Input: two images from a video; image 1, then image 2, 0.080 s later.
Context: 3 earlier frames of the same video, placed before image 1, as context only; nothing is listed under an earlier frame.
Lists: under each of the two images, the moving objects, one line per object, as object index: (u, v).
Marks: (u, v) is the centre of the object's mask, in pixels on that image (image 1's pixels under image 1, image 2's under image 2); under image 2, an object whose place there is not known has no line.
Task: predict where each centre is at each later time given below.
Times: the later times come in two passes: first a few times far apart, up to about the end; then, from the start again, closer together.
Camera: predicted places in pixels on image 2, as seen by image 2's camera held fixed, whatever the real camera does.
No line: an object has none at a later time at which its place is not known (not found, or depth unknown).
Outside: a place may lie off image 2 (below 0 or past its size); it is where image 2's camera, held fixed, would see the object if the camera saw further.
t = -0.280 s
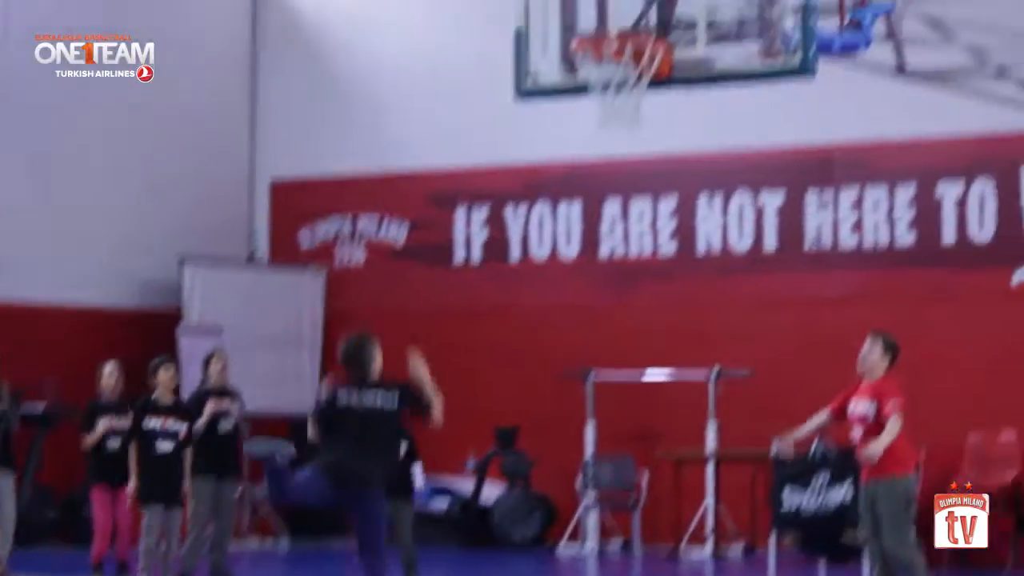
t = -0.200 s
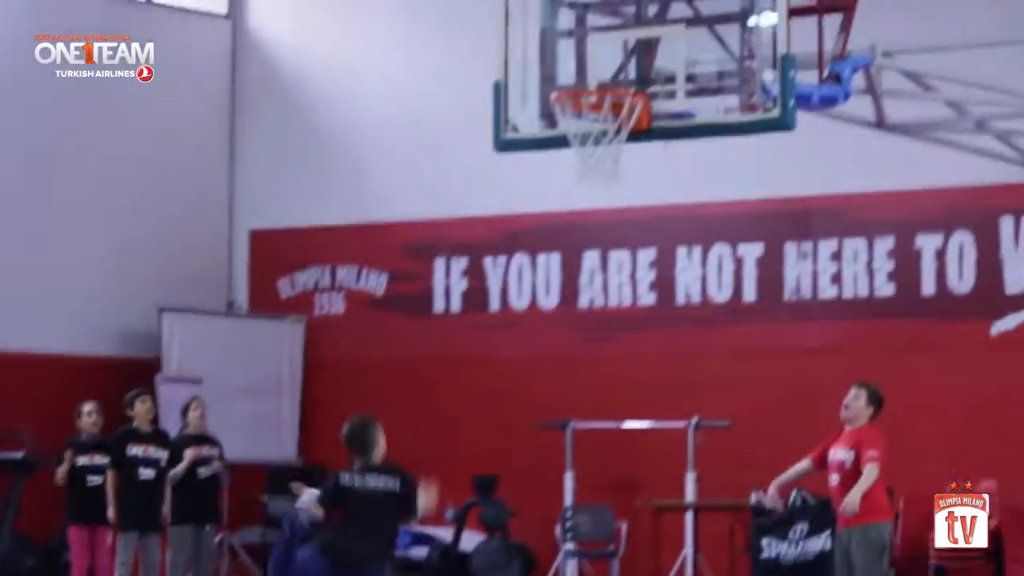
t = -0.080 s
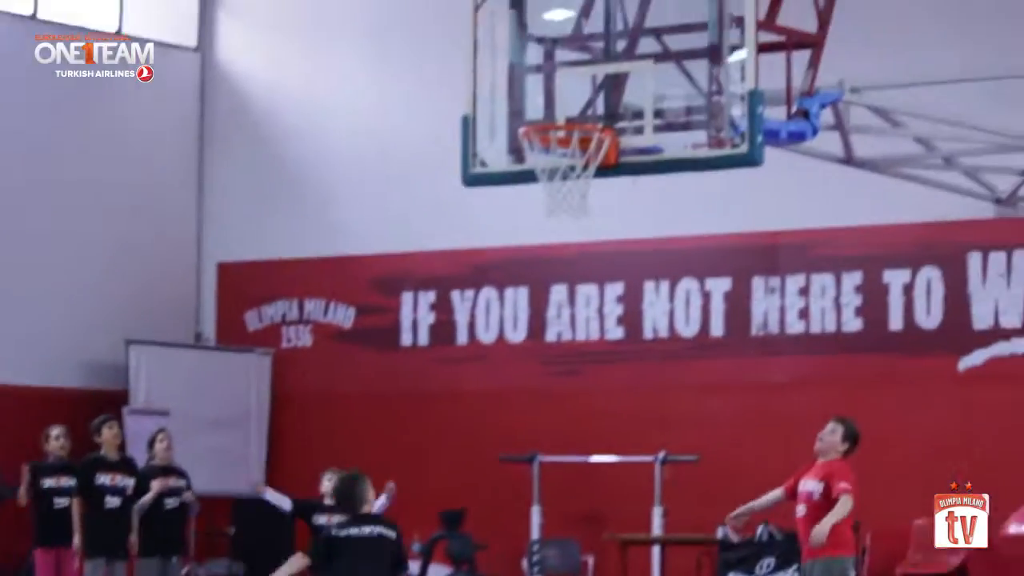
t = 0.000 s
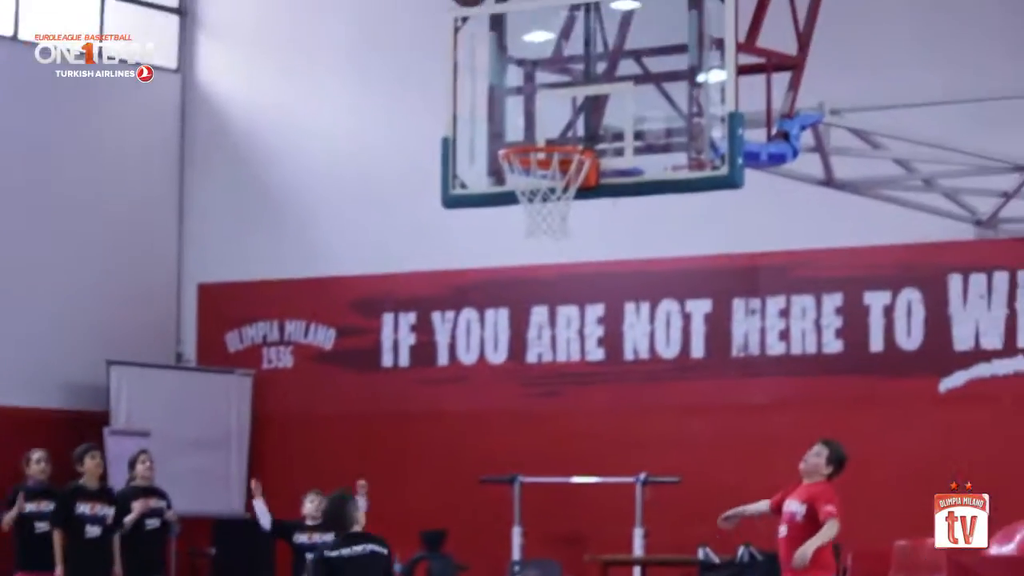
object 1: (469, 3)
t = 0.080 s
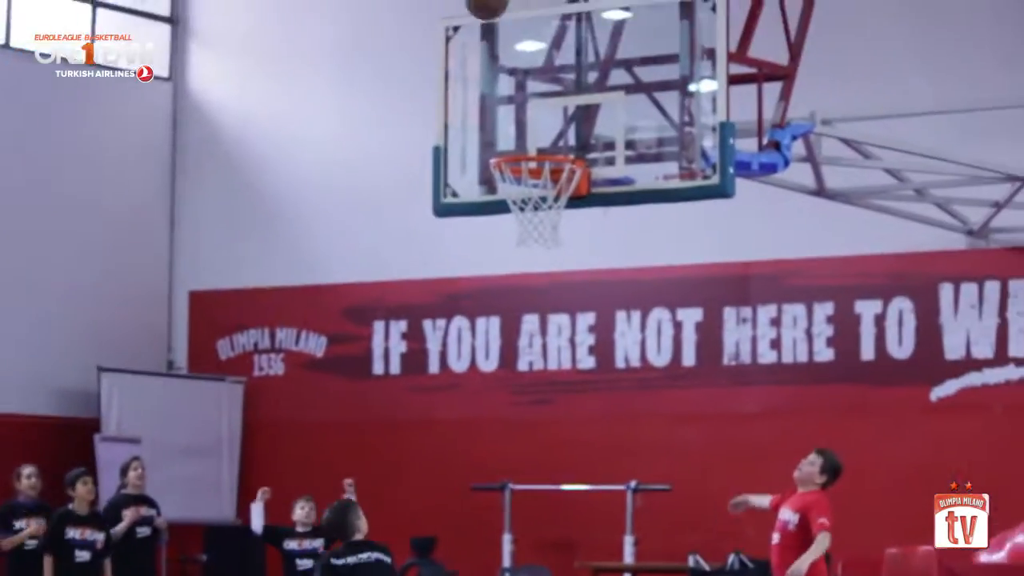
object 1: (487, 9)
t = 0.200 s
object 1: (525, 27)
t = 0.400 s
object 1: (556, 113)
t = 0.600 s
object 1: (516, 191)
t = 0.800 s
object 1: (519, 237)
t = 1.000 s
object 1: (522, 338)
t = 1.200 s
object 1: (528, 520)
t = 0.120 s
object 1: (500, 14)
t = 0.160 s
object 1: (512, 20)
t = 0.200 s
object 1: (525, 27)
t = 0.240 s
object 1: (537, 41)
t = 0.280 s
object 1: (549, 59)
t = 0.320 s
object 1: (560, 79)
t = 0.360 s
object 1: (565, 99)
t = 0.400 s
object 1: (556, 113)
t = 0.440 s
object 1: (546, 133)
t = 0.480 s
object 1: (535, 148)
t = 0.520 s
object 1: (525, 179)
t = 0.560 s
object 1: (516, 200)
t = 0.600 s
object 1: (516, 191)
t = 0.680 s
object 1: (518, 221)
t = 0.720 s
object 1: (518, 223)
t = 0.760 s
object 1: (518, 228)
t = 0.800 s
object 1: (519, 237)
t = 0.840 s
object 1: (521, 249)
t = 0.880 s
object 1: (522, 267)
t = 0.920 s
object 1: (521, 288)
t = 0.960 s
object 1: (521, 311)
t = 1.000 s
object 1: (522, 338)
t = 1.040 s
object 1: (523, 369)
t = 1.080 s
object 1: (525, 402)
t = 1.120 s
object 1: (526, 438)
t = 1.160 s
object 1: (527, 477)
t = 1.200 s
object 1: (528, 520)
